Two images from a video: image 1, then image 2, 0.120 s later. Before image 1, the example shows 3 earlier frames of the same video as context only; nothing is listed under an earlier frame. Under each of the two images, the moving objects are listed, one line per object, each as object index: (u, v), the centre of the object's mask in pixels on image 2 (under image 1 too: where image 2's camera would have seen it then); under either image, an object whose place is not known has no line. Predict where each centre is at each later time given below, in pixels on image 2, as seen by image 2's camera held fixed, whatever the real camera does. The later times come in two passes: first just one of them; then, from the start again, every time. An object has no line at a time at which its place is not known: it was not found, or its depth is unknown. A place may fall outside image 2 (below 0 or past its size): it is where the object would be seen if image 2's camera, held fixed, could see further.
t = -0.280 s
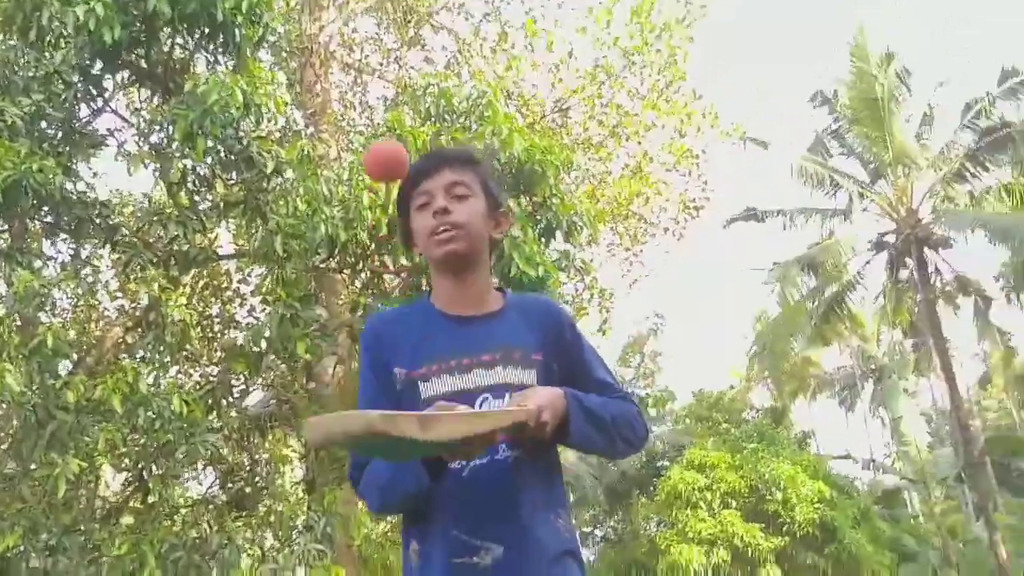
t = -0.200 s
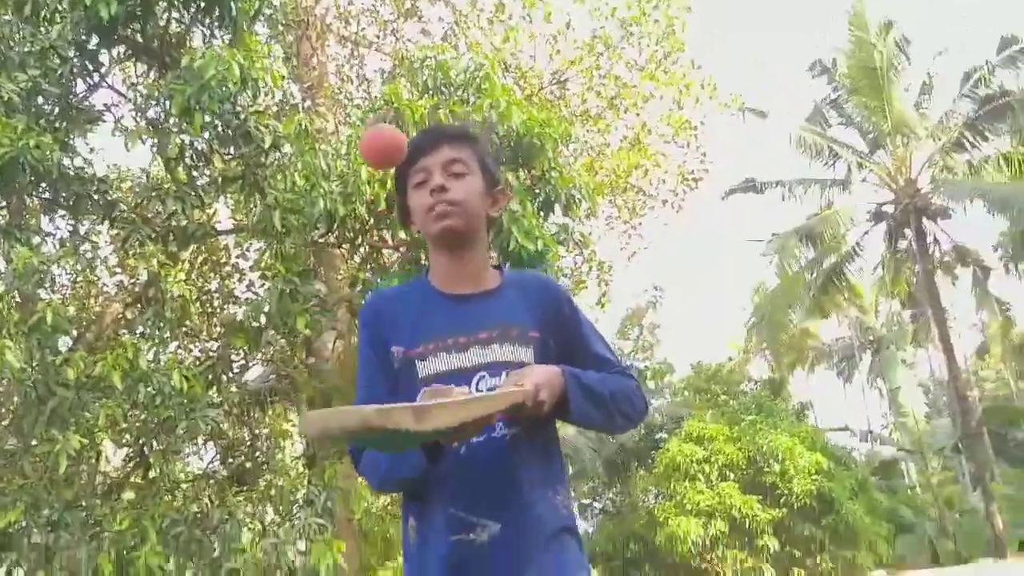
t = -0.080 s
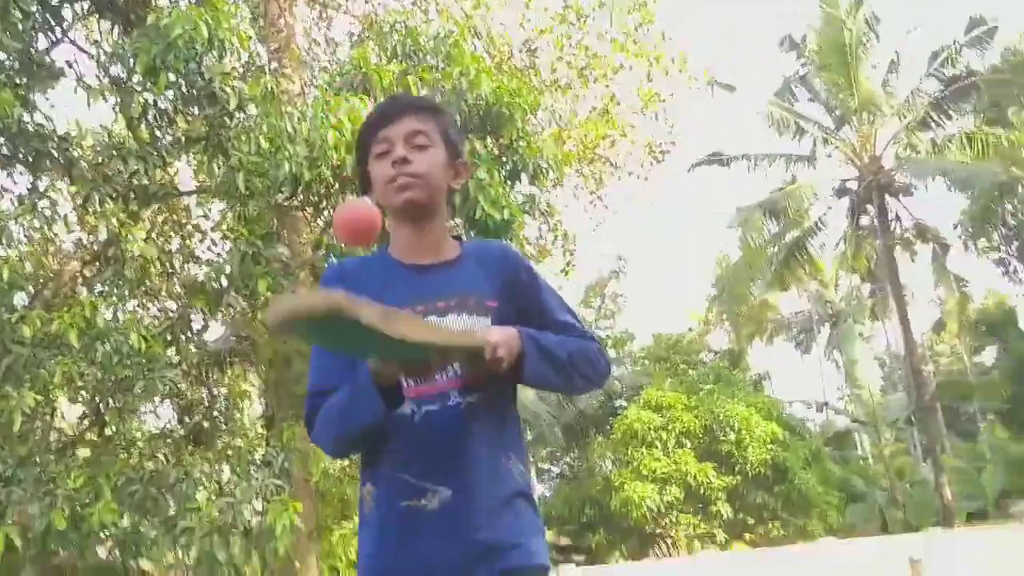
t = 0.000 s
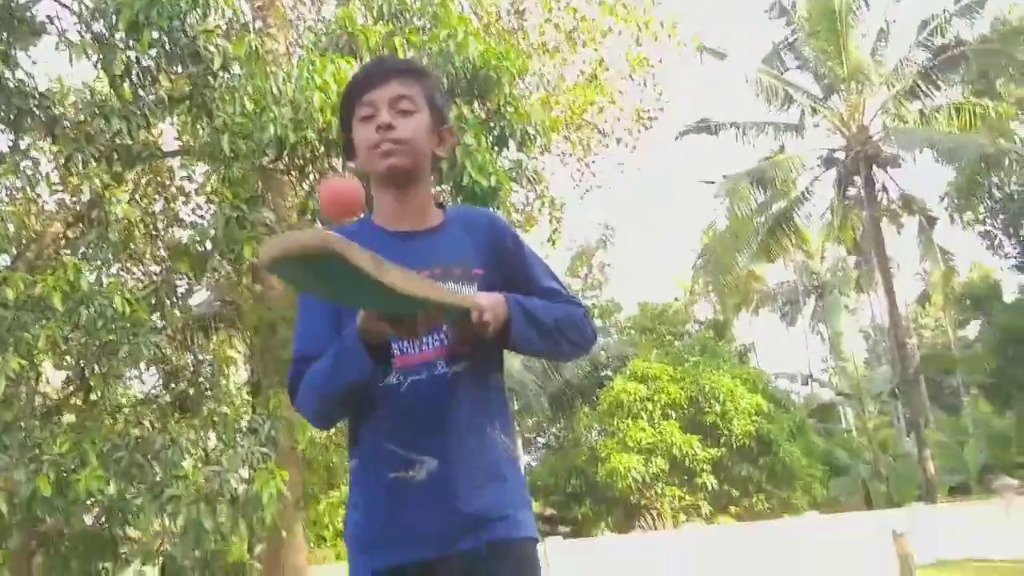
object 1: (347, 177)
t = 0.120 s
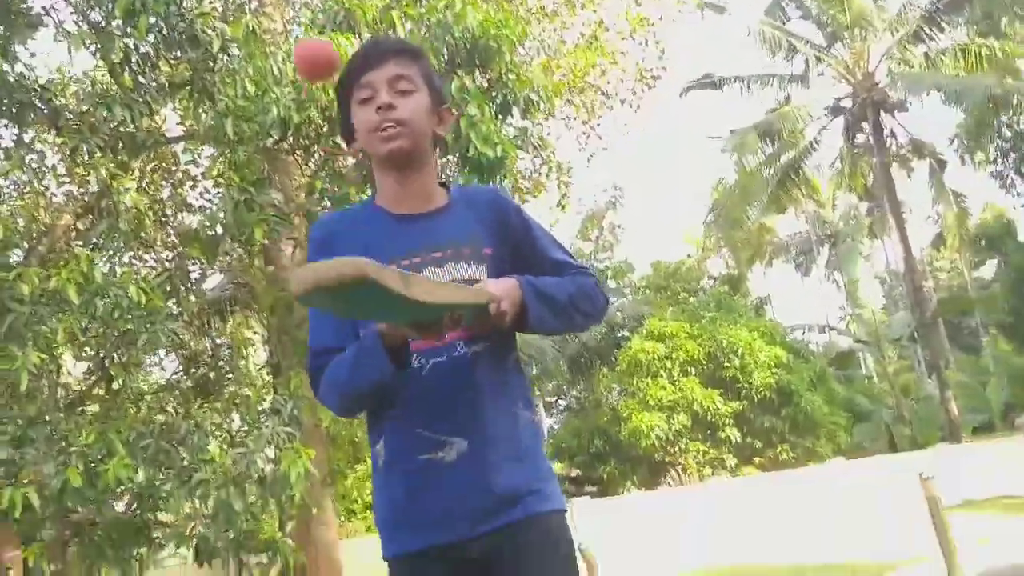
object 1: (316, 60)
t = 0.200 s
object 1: (305, 45)
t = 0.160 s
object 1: (312, 49)
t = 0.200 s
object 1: (305, 45)
